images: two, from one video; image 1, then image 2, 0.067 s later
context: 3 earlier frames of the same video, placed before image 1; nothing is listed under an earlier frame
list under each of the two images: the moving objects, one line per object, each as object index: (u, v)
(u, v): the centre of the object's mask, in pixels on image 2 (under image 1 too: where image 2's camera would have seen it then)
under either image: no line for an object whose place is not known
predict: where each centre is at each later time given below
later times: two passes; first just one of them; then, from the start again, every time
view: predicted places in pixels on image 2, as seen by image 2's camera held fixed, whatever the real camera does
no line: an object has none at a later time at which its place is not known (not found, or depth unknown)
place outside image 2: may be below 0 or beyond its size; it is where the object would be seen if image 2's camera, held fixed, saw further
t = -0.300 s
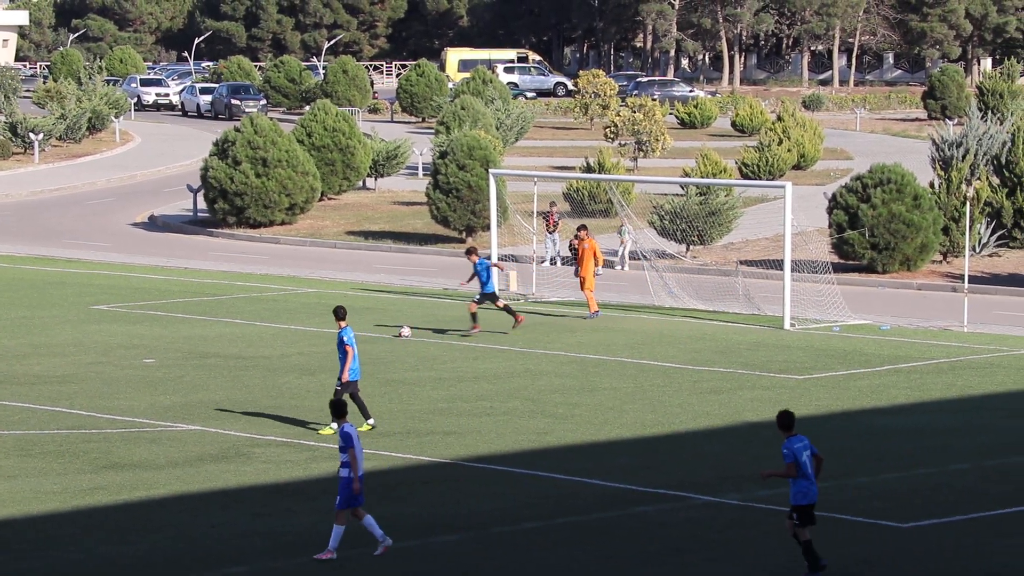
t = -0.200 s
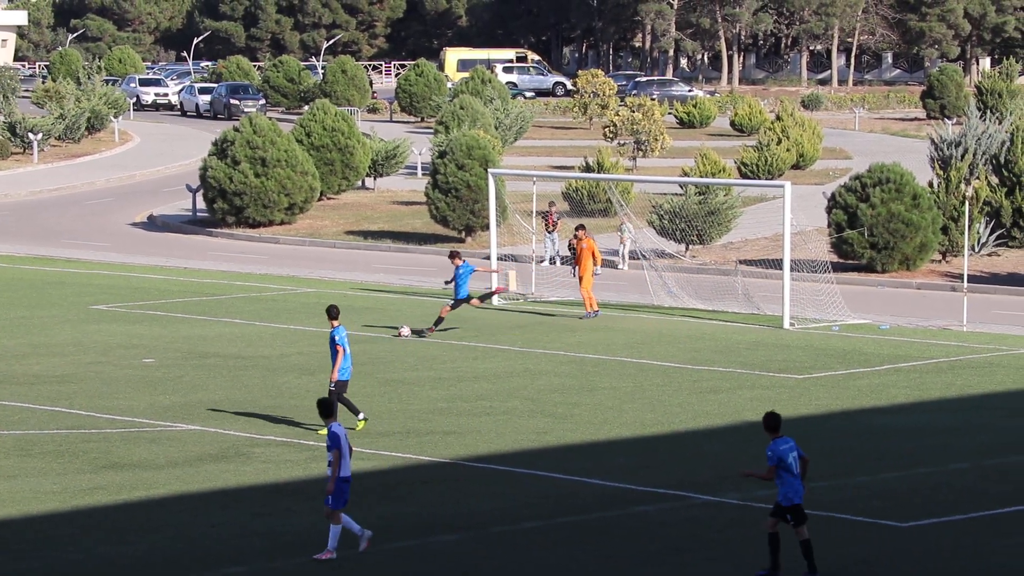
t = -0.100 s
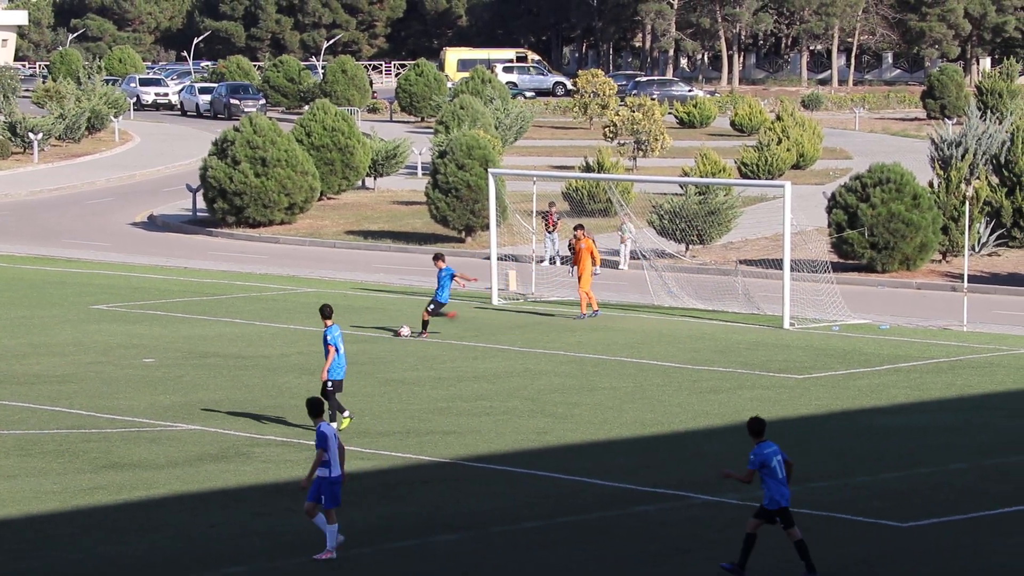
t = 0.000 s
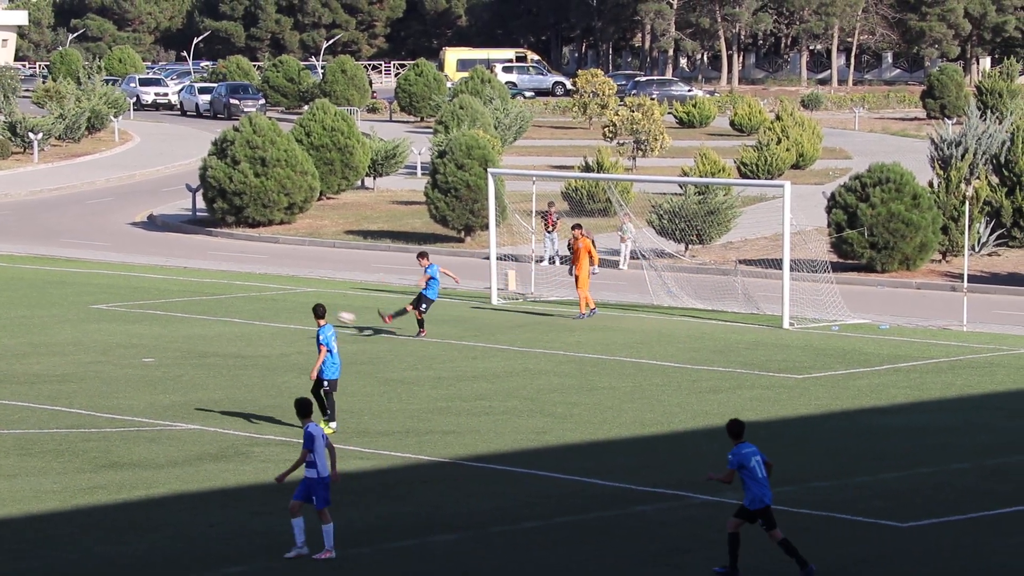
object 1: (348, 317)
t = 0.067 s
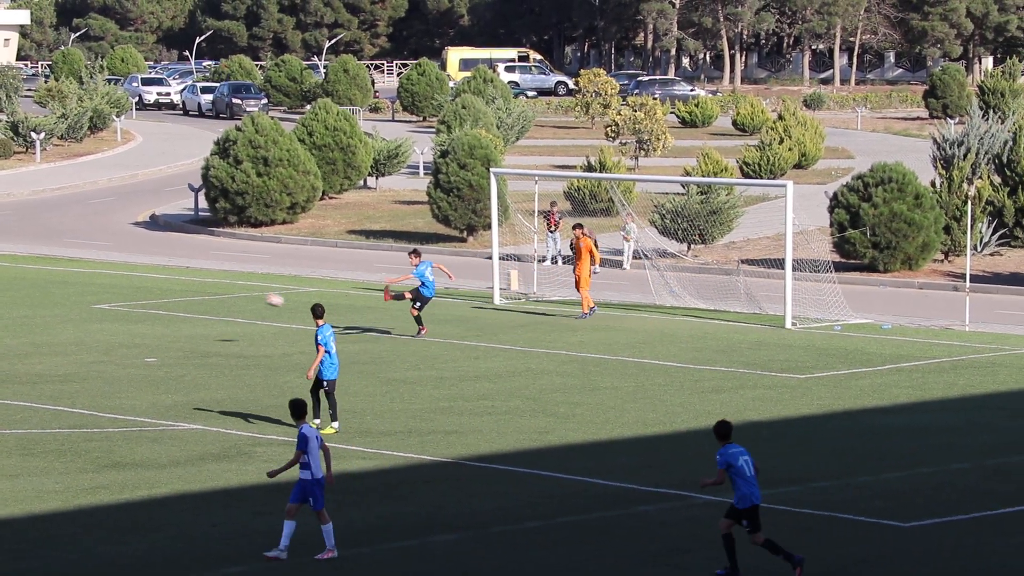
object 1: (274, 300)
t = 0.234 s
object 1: (96, 265)
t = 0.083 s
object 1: (256, 296)
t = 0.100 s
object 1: (237, 292)
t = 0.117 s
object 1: (220, 287)
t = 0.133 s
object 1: (201, 285)
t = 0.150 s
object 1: (184, 281)
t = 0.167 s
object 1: (165, 277)
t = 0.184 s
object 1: (148, 274)
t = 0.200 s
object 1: (131, 270)
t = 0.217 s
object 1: (114, 267)
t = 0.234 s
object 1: (96, 265)
